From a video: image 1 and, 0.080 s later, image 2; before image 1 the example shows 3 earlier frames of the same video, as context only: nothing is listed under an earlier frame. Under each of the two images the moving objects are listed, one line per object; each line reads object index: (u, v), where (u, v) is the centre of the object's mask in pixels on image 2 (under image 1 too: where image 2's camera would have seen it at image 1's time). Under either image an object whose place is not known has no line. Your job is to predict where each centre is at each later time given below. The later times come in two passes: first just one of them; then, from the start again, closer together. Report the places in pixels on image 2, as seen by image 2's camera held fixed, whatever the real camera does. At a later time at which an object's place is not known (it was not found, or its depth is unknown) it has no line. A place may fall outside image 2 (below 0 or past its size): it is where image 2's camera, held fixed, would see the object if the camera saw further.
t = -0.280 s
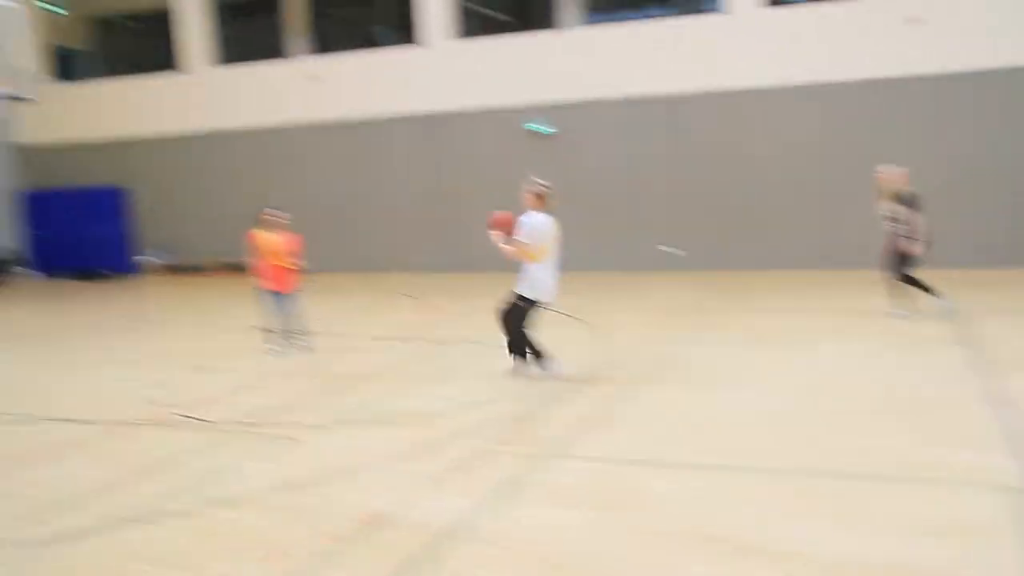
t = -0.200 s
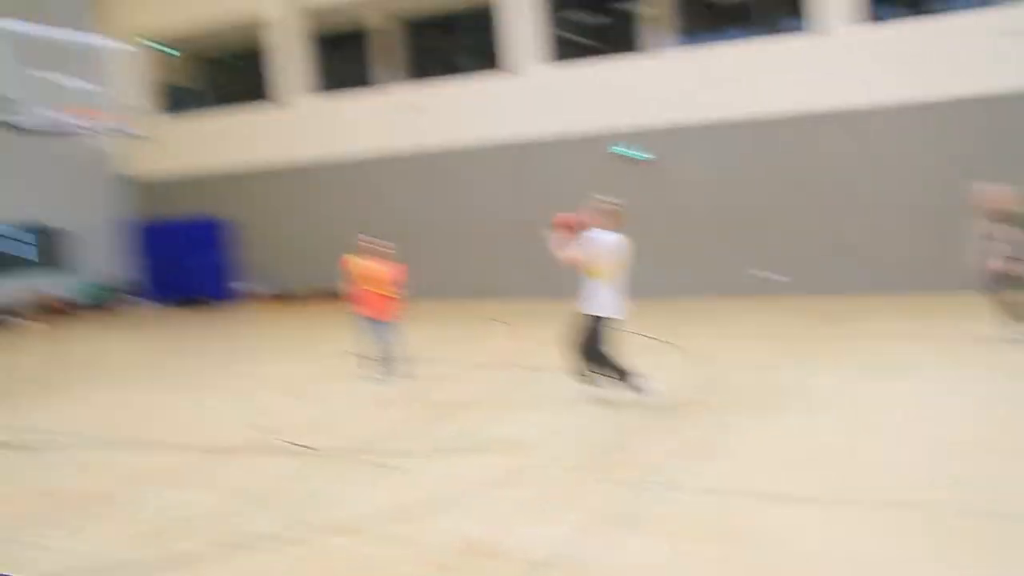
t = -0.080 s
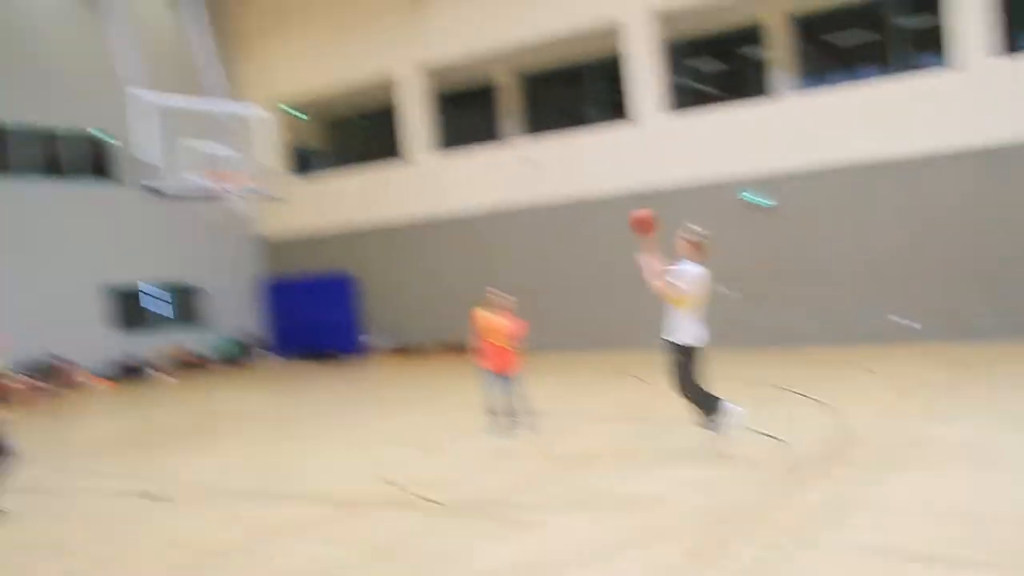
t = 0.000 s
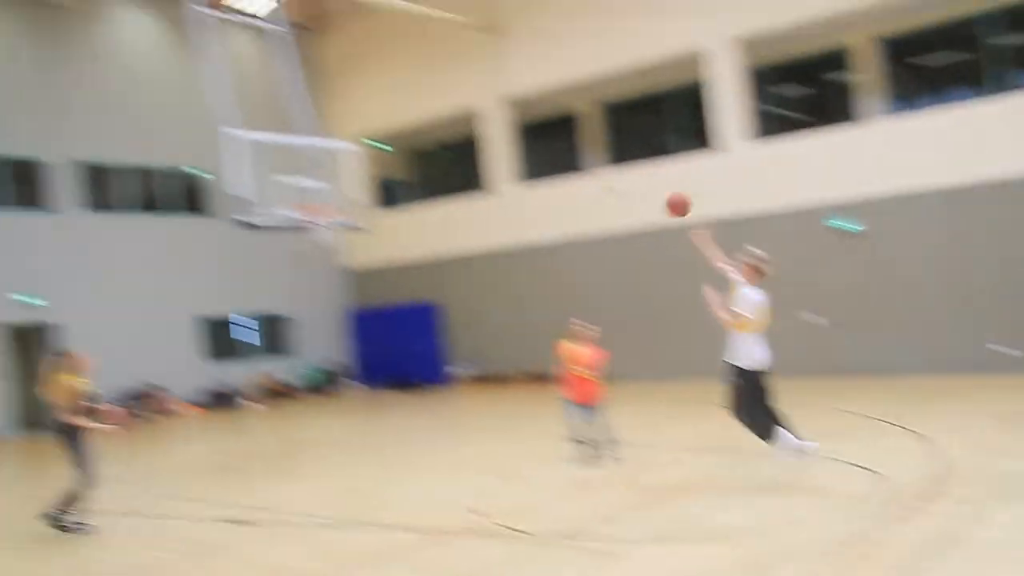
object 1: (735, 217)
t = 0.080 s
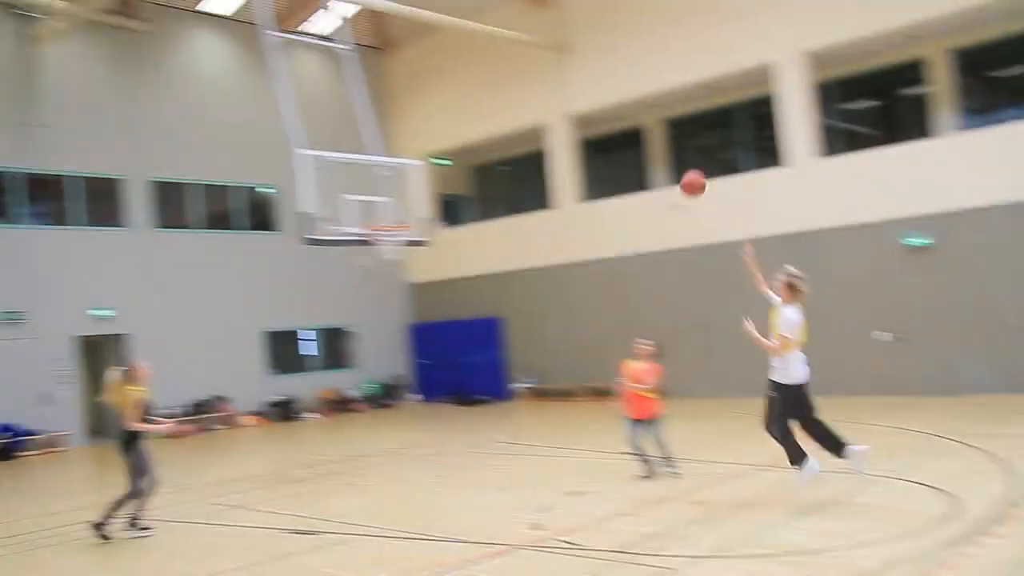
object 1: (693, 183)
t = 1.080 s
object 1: (434, 222)
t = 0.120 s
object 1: (670, 171)
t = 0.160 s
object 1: (647, 160)
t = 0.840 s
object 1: (385, 202)
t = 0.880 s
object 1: (394, 209)
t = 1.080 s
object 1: (434, 222)
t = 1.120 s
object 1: (443, 226)
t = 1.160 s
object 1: (450, 231)
